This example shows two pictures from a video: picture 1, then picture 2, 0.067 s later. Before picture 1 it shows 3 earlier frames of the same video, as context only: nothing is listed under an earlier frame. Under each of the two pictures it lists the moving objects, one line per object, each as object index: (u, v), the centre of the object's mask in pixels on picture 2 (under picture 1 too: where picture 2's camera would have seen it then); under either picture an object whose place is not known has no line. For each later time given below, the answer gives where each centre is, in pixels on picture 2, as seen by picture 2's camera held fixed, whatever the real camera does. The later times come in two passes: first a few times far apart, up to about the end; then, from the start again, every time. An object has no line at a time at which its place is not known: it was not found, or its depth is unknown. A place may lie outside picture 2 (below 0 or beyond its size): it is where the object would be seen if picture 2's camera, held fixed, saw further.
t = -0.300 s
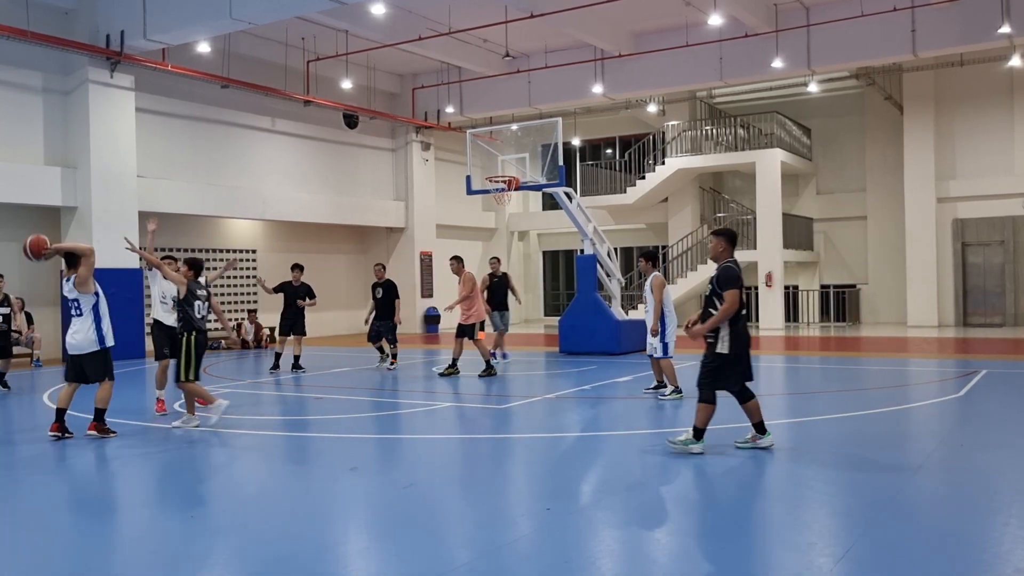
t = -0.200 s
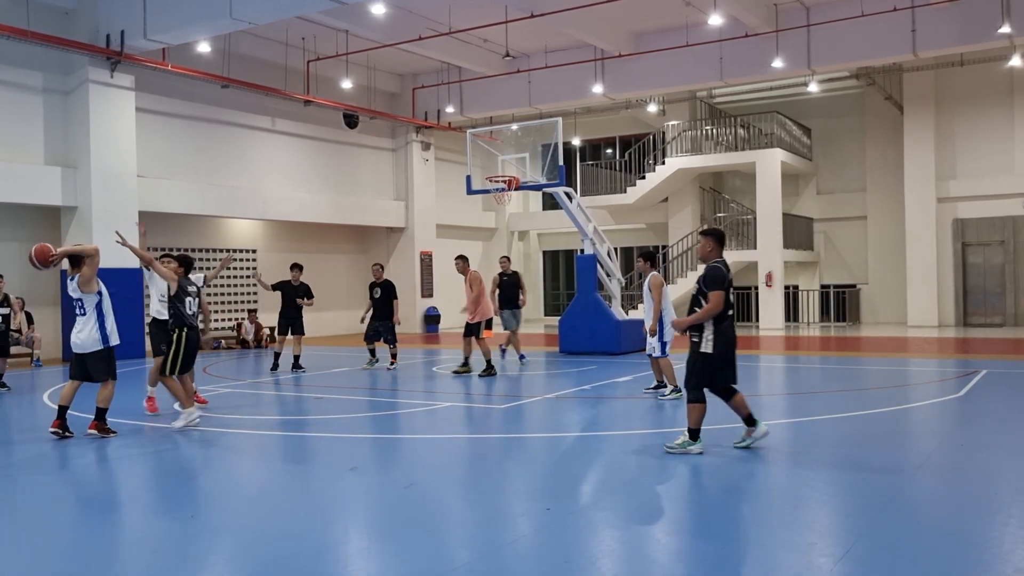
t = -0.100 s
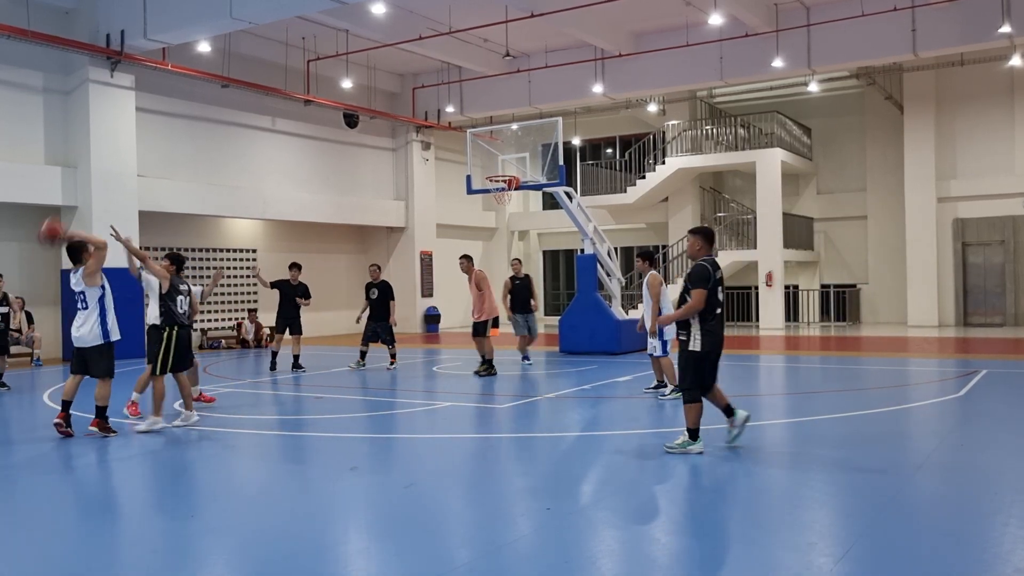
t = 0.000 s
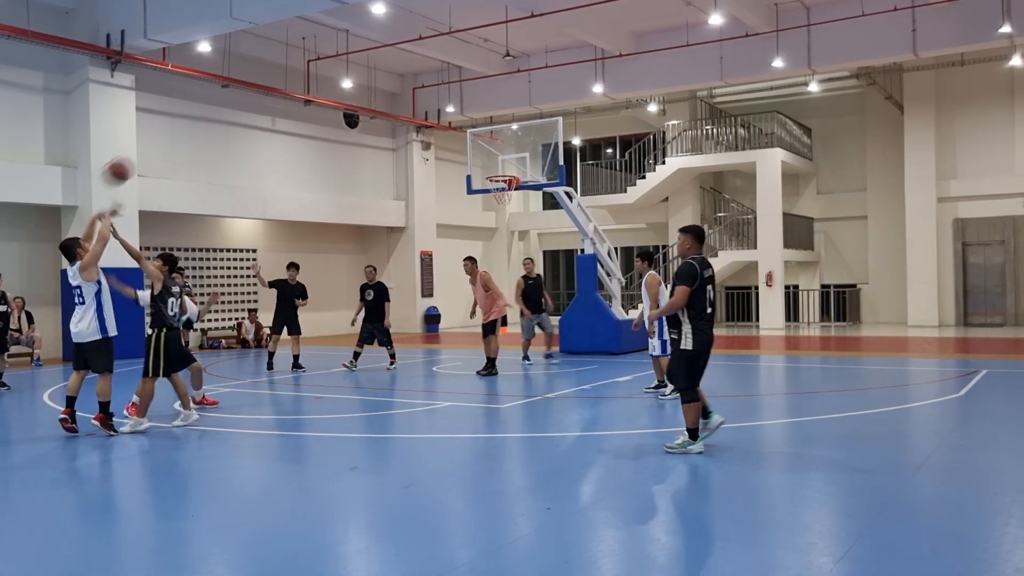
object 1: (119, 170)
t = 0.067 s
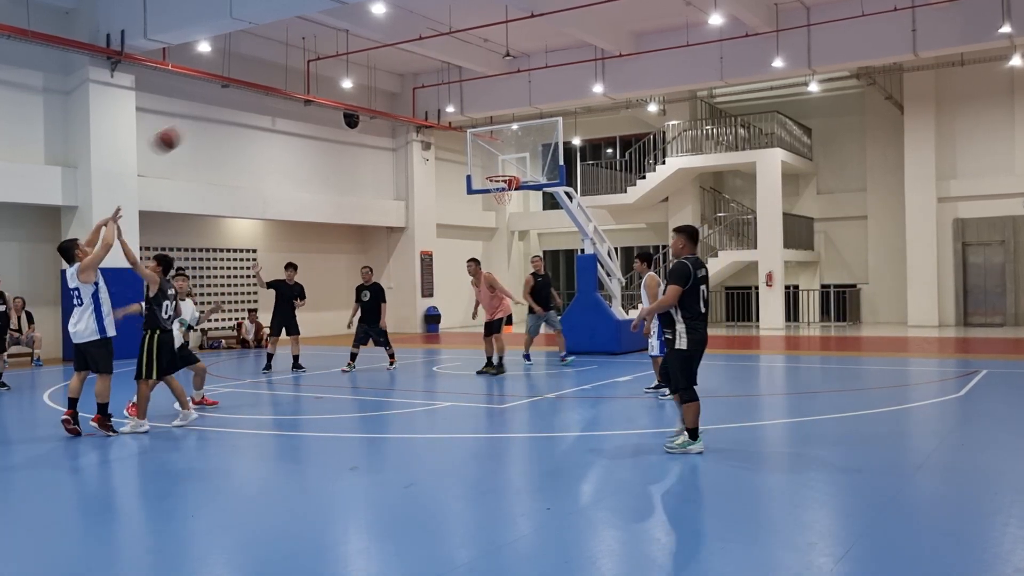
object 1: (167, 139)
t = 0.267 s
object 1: (288, 80)
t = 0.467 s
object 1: (383, 67)
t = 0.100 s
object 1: (190, 124)
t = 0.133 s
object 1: (210, 113)
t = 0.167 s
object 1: (231, 103)
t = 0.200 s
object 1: (251, 94)
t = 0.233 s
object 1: (270, 85)
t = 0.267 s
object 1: (288, 80)
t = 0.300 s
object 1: (306, 75)
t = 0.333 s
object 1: (323, 71)
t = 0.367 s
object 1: (338, 68)
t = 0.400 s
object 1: (356, 68)
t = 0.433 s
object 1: (370, 67)
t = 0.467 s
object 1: (383, 67)
